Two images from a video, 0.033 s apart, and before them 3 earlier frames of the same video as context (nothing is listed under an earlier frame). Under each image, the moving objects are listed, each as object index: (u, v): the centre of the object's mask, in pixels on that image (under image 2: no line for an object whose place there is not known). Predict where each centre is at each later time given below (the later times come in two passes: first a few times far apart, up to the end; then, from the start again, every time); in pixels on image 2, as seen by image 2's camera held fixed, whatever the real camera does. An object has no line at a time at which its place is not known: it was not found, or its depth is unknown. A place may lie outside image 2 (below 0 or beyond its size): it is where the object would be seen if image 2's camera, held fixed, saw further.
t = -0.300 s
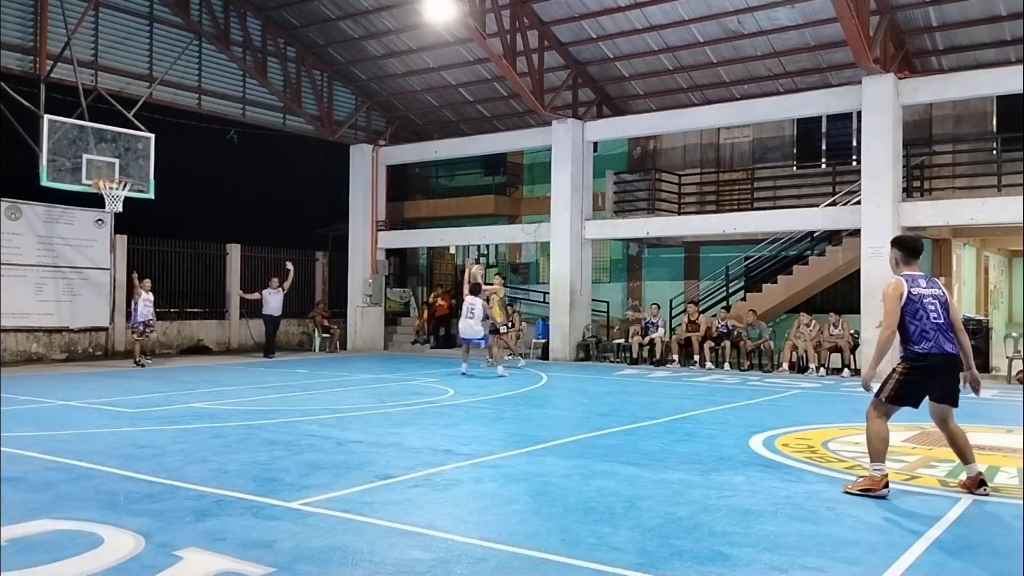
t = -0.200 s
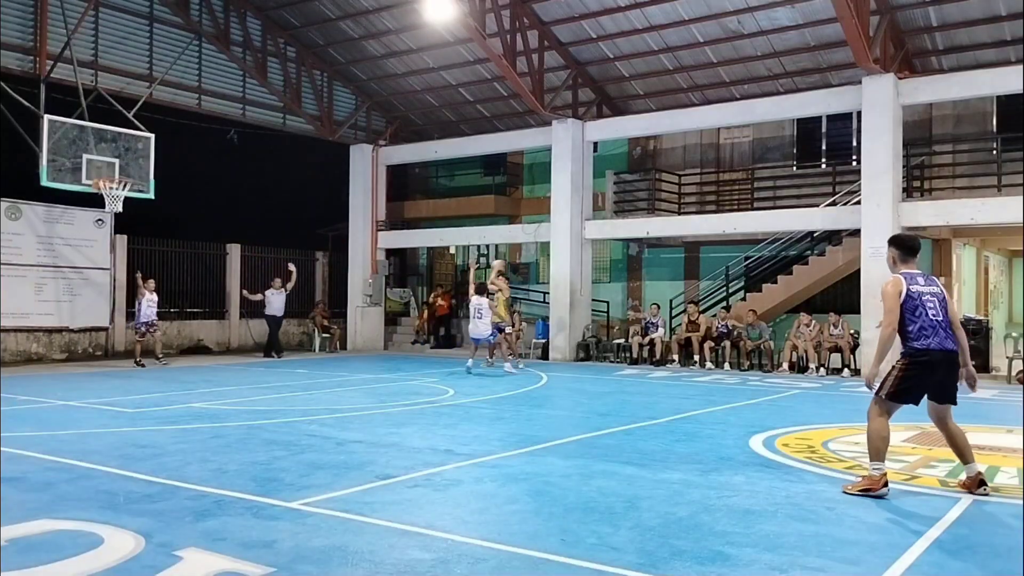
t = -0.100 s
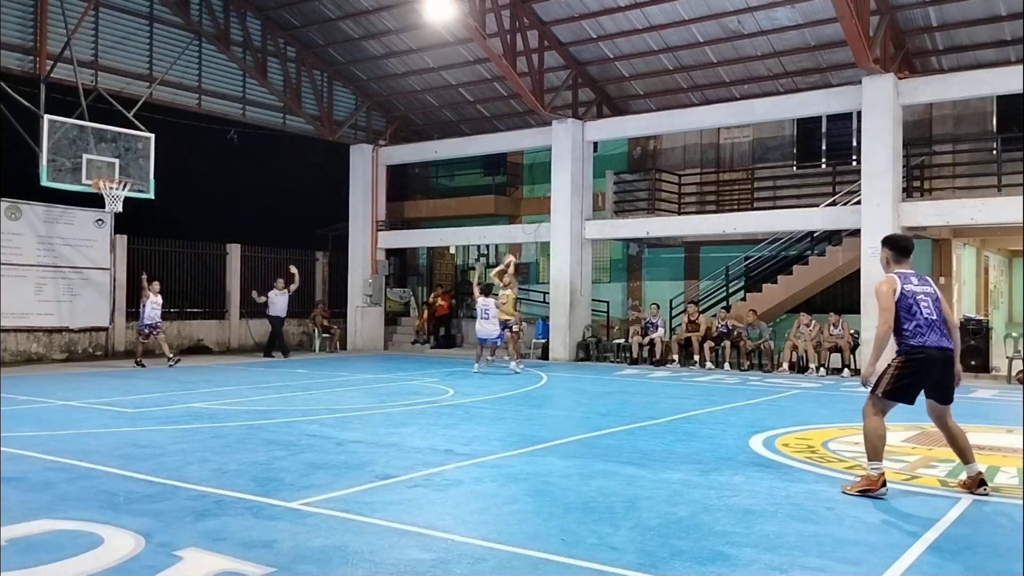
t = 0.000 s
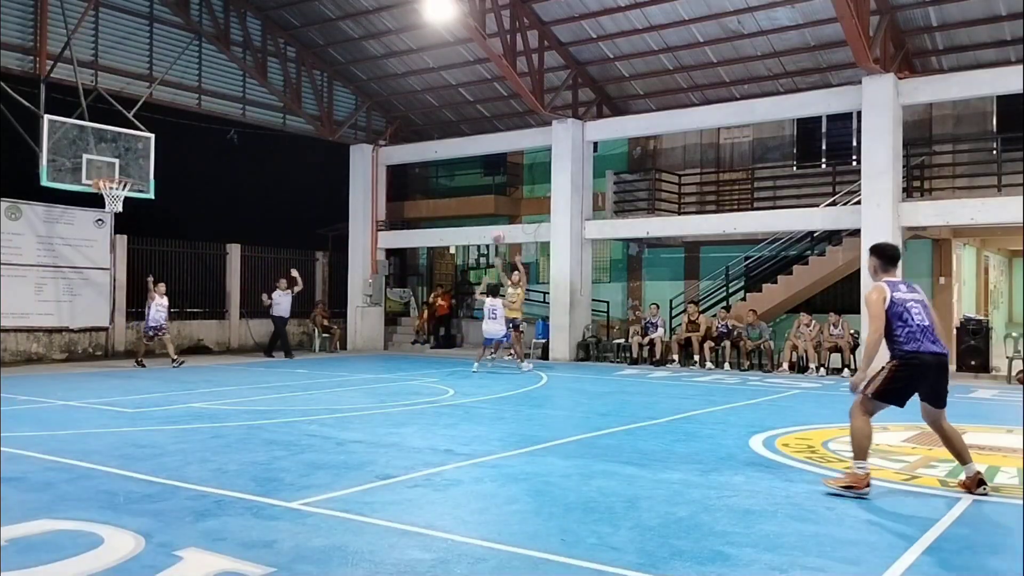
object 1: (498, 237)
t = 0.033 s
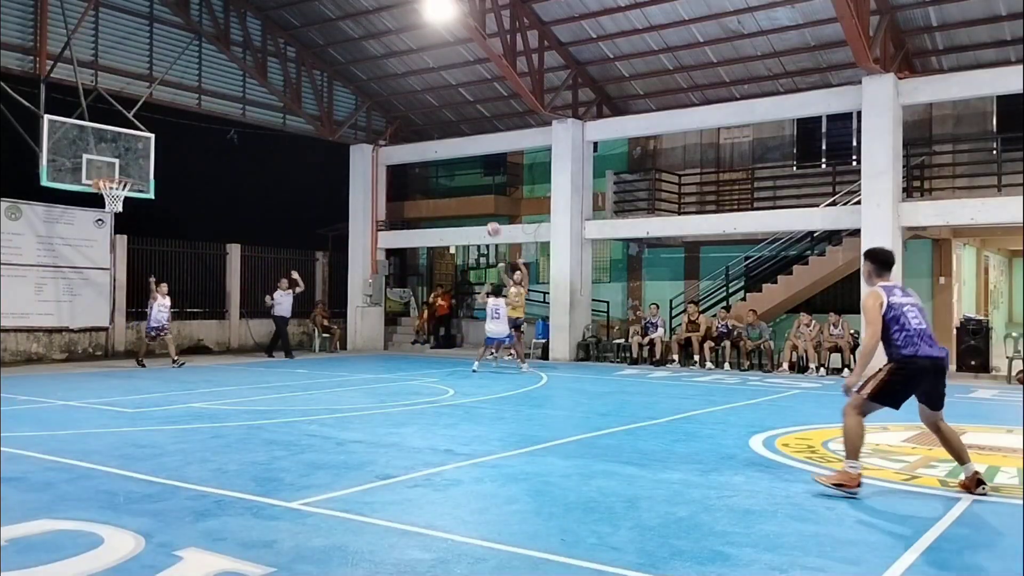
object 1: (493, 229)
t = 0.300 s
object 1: (458, 185)
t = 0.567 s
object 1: (405, 177)
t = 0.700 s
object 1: (368, 197)
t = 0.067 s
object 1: (490, 222)
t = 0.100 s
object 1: (486, 216)
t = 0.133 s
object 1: (482, 210)
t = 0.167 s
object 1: (477, 204)
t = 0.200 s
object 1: (472, 198)
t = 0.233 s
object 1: (468, 193)
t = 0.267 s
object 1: (463, 188)
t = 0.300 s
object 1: (458, 185)
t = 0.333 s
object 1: (452, 181)
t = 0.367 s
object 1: (446, 178)
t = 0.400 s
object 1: (440, 176)
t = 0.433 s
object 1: (434, 174)
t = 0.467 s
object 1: (427, 174)
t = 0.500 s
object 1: (420, 174)
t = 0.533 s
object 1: (413, 175)
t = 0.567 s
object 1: (405, 177)
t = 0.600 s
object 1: (397, 180)
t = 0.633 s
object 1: (388, 185)
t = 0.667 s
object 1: (378, 190)
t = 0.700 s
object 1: (368, 197)
